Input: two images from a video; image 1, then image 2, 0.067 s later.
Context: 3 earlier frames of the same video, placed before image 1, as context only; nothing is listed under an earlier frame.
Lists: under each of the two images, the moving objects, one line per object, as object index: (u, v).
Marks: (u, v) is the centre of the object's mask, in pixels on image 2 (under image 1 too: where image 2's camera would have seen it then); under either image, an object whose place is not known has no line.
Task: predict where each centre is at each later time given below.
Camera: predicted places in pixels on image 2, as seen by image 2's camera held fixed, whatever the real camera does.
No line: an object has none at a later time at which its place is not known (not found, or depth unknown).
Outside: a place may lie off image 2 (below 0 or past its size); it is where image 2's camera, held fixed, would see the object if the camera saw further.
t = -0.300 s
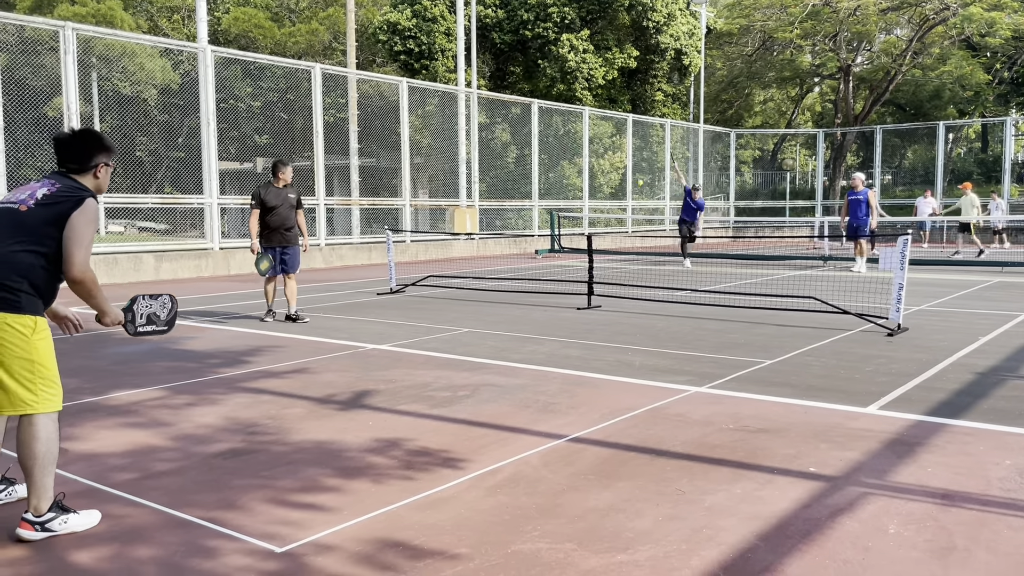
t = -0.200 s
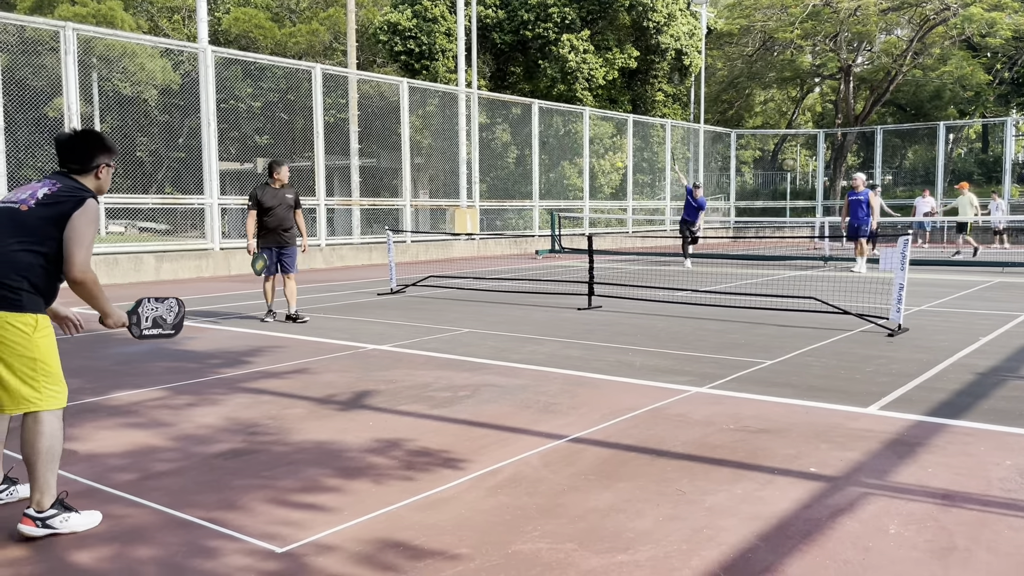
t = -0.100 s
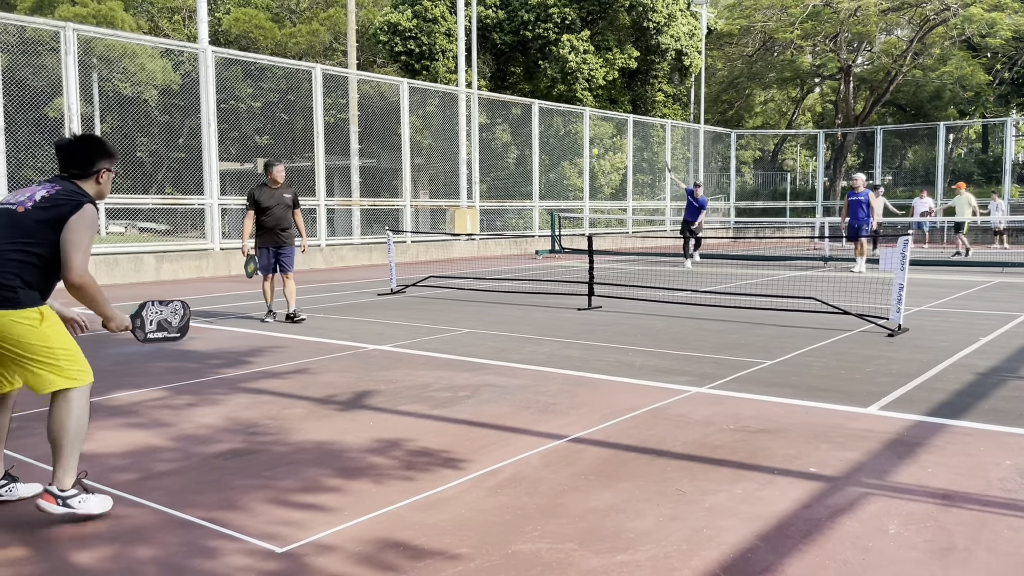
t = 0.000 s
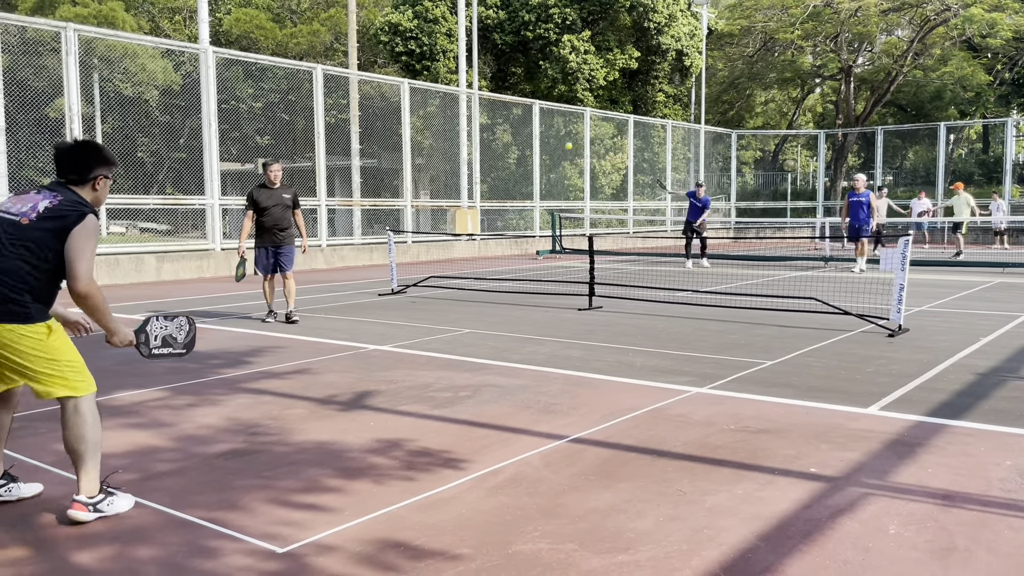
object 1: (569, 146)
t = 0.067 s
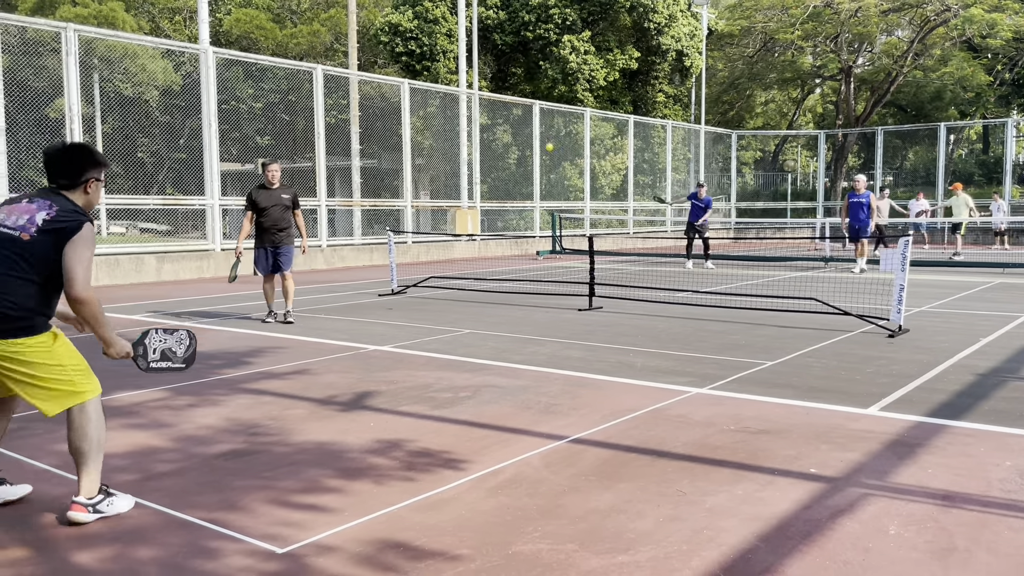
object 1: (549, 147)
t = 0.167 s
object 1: (516, 157)
